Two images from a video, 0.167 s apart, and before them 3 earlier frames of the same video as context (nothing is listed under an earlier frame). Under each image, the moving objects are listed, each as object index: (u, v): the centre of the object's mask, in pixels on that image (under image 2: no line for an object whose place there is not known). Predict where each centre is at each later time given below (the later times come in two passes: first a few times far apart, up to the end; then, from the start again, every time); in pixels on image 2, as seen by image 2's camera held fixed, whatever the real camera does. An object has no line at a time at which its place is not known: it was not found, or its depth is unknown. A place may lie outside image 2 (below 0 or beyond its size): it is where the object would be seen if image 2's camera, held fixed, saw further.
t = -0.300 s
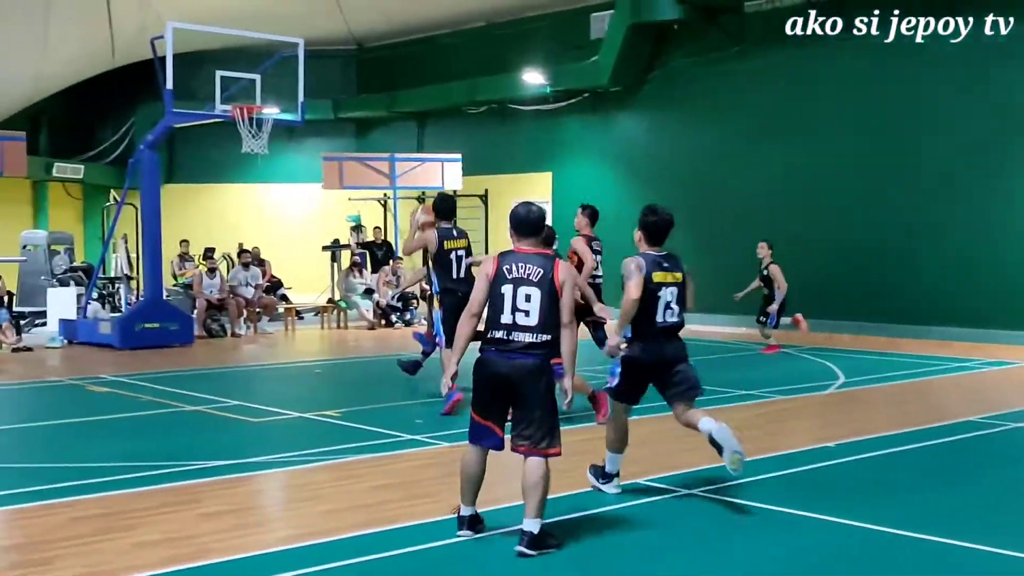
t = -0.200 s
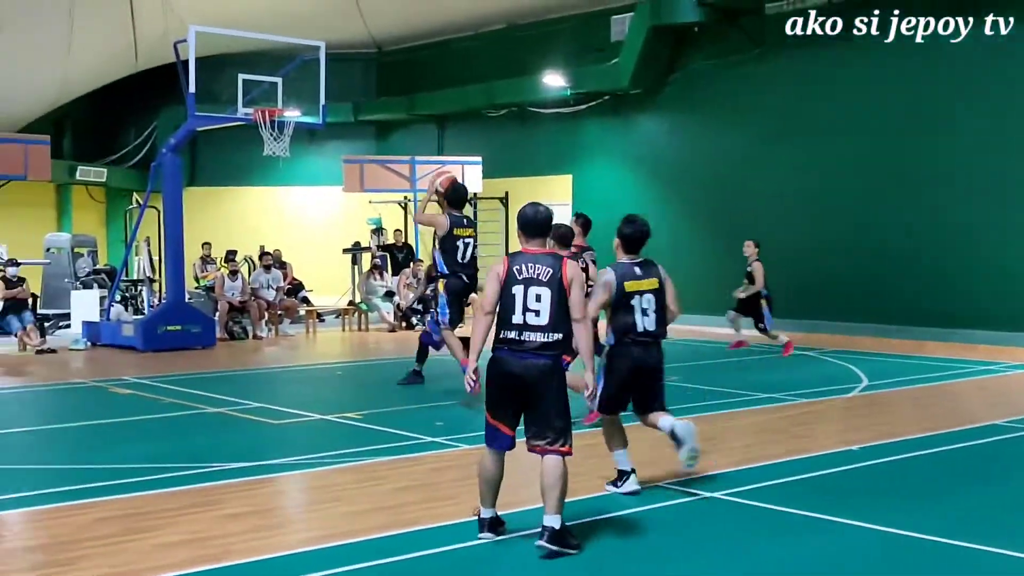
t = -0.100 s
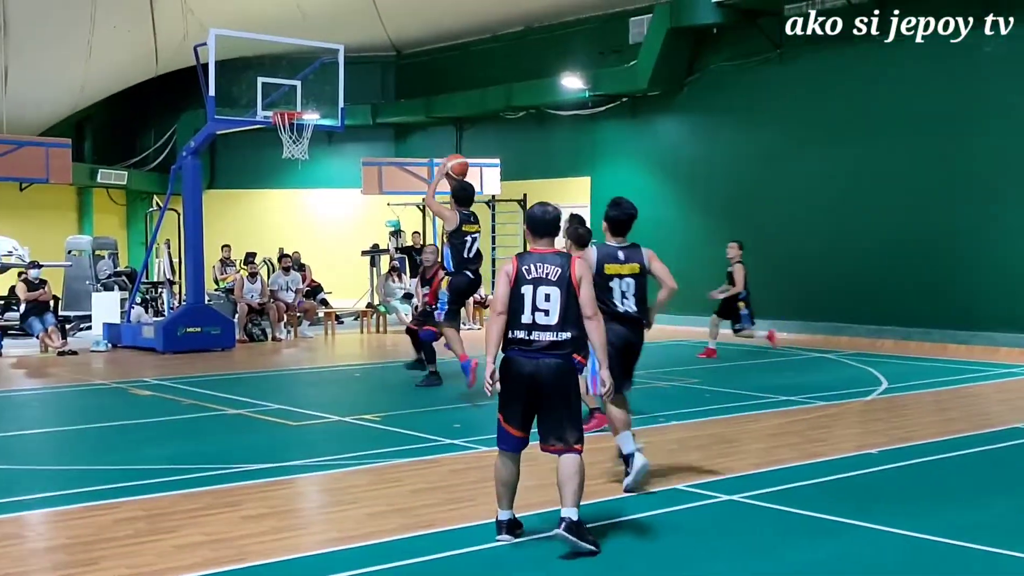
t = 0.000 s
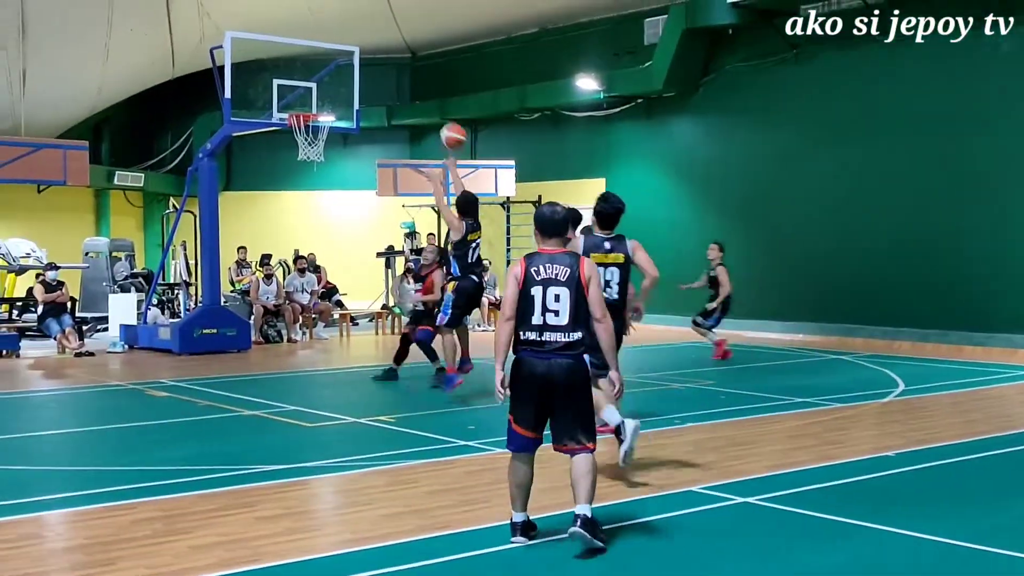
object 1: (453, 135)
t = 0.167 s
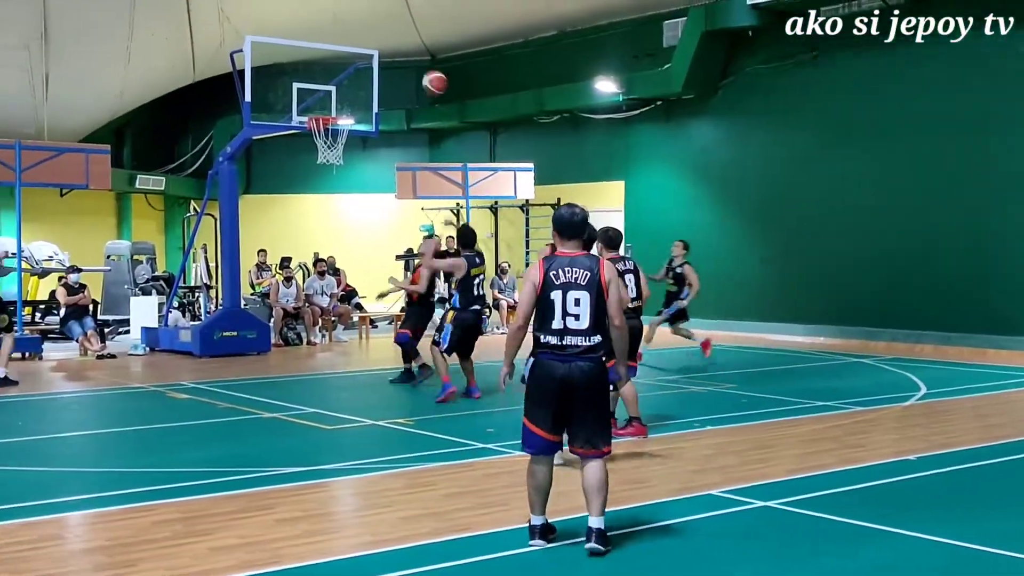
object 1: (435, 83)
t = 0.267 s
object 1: (415, 64)
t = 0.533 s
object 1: (368, 63)
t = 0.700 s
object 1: (345, 92)
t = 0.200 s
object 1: (428, 75)
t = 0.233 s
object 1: (421, 69)
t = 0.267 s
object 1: (415, 64)
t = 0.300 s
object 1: (408, 61)
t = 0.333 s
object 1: (402, 59)
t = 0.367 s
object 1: (396, 57)
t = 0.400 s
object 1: (391, 57)
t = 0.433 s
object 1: (386, 56)
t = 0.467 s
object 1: (380, 58)
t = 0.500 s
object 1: (374, 60)
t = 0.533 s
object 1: (368, 63)
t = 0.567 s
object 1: (363, 67)
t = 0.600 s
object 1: (358, 71)
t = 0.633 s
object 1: (353, 78)
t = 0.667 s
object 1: (349, 84)
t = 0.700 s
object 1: (345, 92)
